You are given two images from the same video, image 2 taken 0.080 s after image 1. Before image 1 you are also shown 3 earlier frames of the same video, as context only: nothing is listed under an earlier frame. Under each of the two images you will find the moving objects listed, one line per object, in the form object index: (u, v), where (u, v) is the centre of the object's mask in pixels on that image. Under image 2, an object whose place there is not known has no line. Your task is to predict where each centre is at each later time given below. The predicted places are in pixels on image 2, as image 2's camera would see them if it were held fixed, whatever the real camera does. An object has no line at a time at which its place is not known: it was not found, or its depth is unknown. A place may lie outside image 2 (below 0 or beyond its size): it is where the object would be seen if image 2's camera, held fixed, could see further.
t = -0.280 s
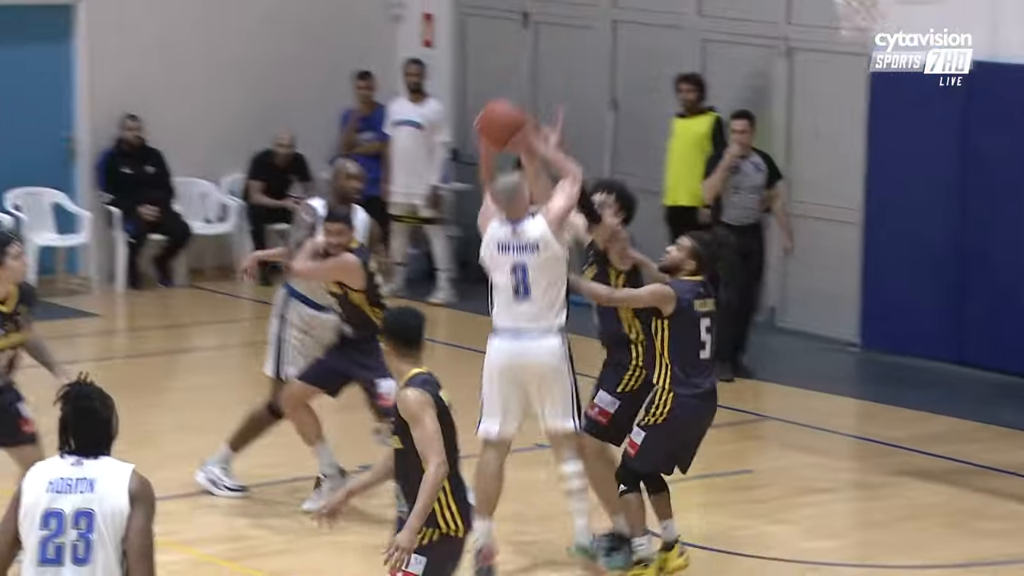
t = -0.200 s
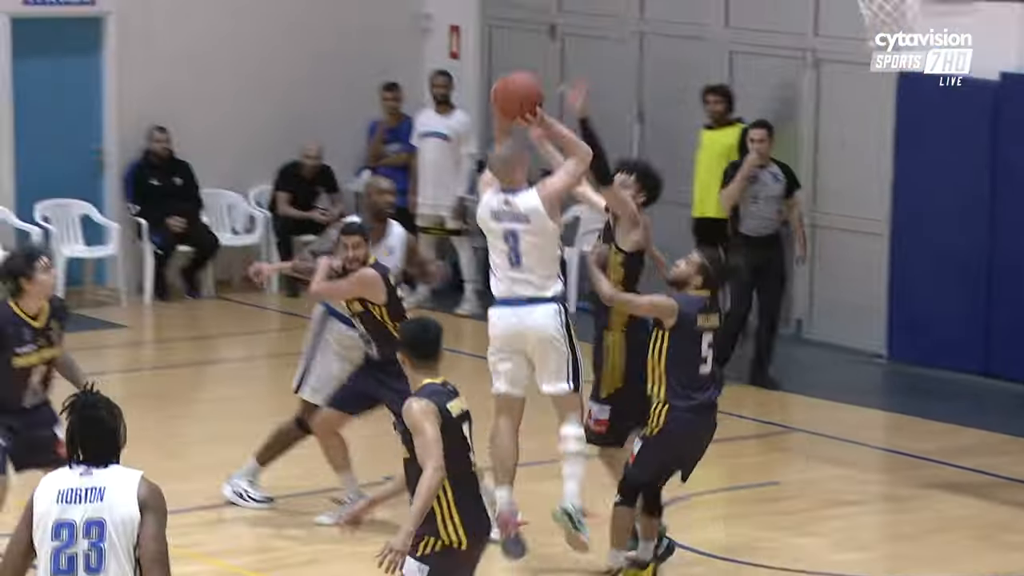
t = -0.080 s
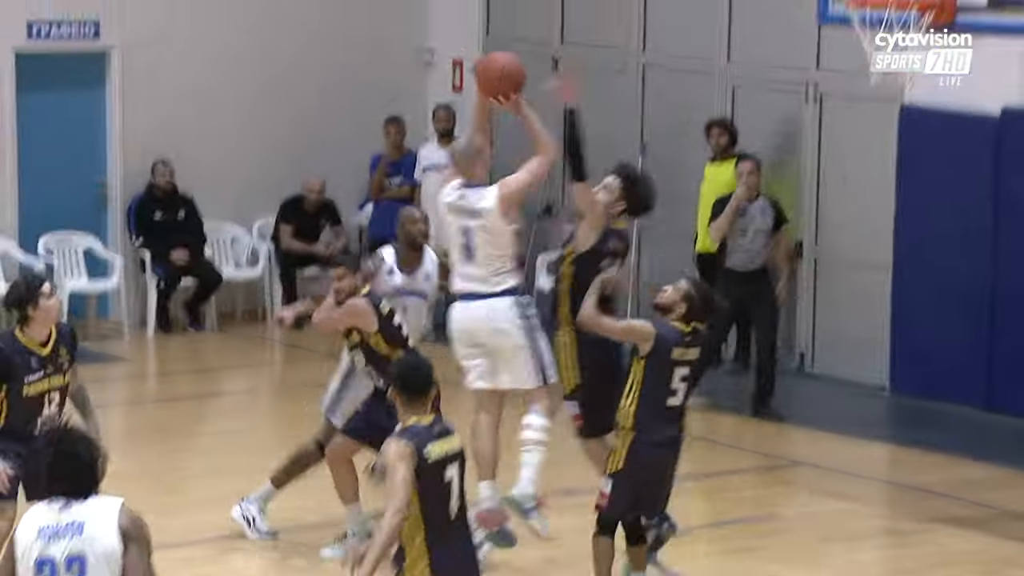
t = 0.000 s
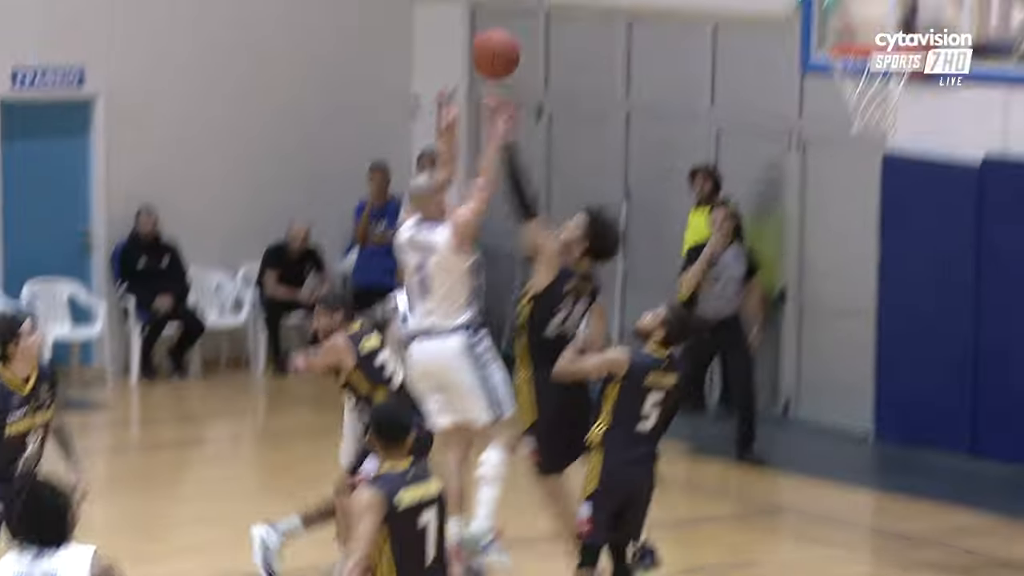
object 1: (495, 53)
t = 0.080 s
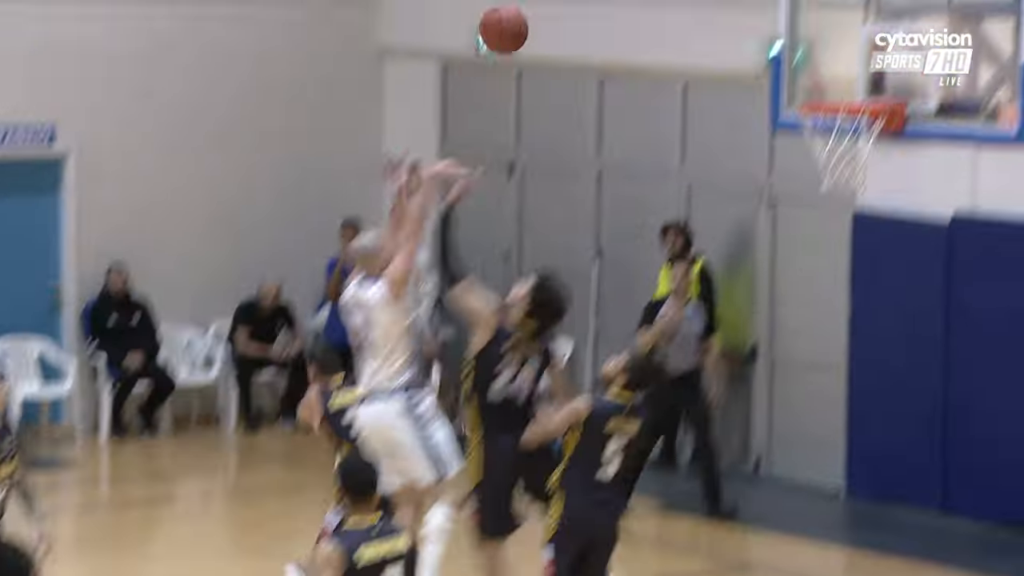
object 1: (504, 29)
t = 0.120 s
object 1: (522, -8)
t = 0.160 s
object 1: (540, -39)
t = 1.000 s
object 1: (862, 25)
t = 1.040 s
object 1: (873, 61)
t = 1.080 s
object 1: (872, 79)
